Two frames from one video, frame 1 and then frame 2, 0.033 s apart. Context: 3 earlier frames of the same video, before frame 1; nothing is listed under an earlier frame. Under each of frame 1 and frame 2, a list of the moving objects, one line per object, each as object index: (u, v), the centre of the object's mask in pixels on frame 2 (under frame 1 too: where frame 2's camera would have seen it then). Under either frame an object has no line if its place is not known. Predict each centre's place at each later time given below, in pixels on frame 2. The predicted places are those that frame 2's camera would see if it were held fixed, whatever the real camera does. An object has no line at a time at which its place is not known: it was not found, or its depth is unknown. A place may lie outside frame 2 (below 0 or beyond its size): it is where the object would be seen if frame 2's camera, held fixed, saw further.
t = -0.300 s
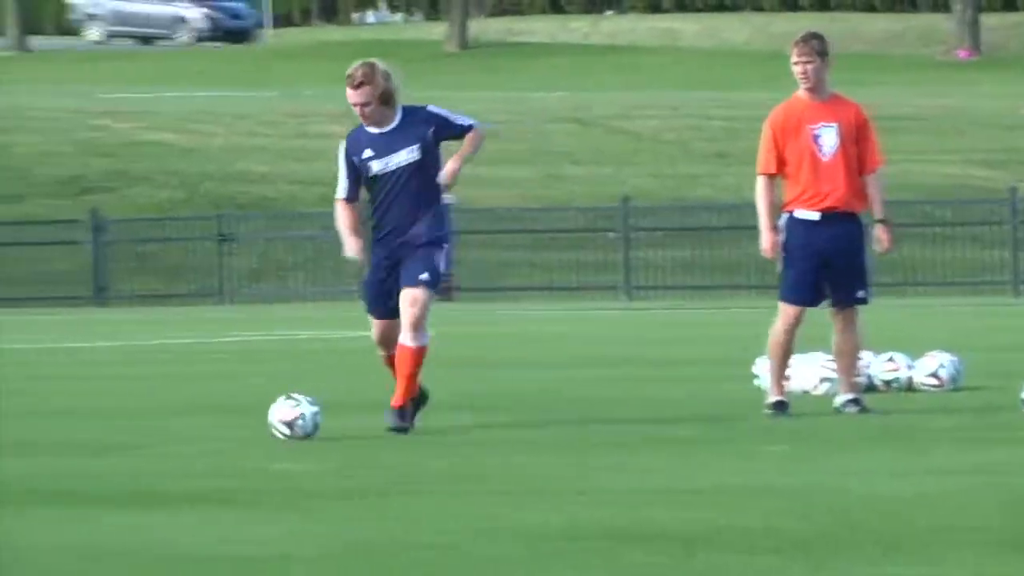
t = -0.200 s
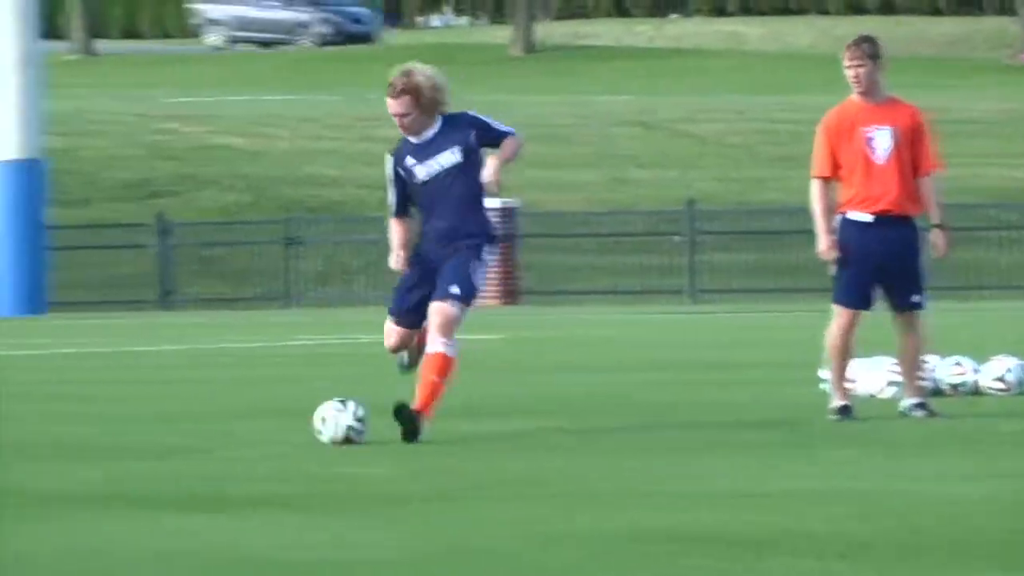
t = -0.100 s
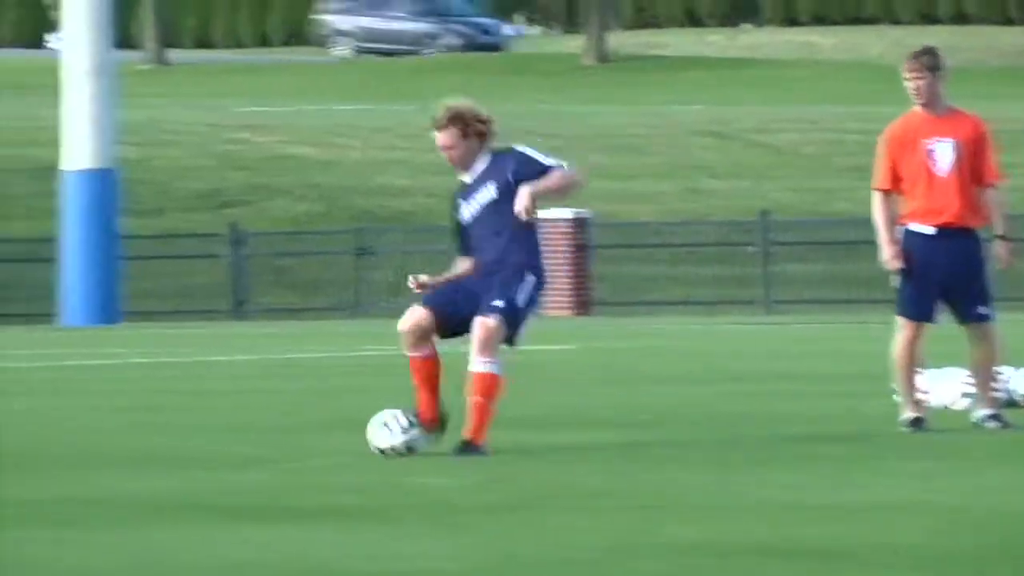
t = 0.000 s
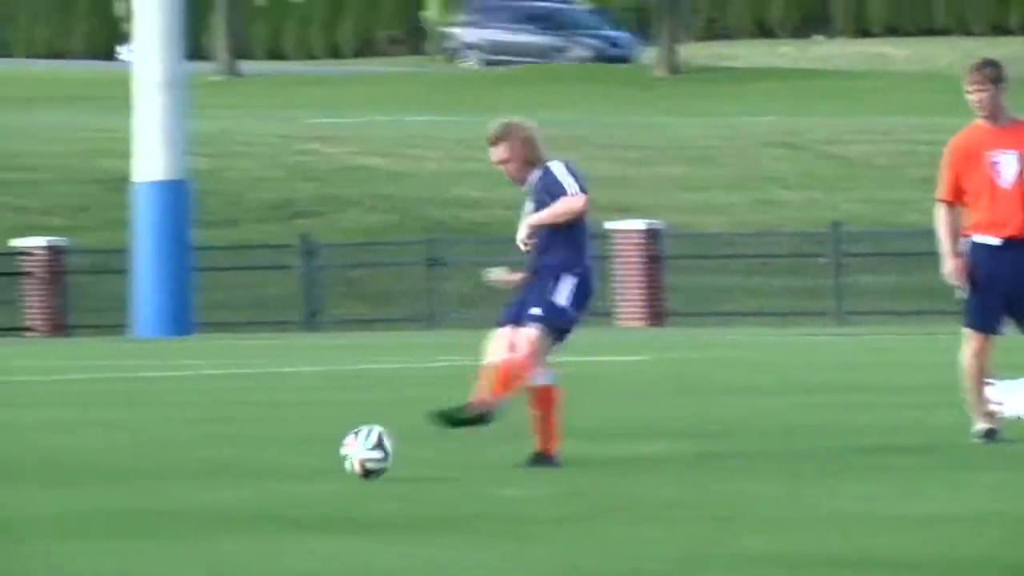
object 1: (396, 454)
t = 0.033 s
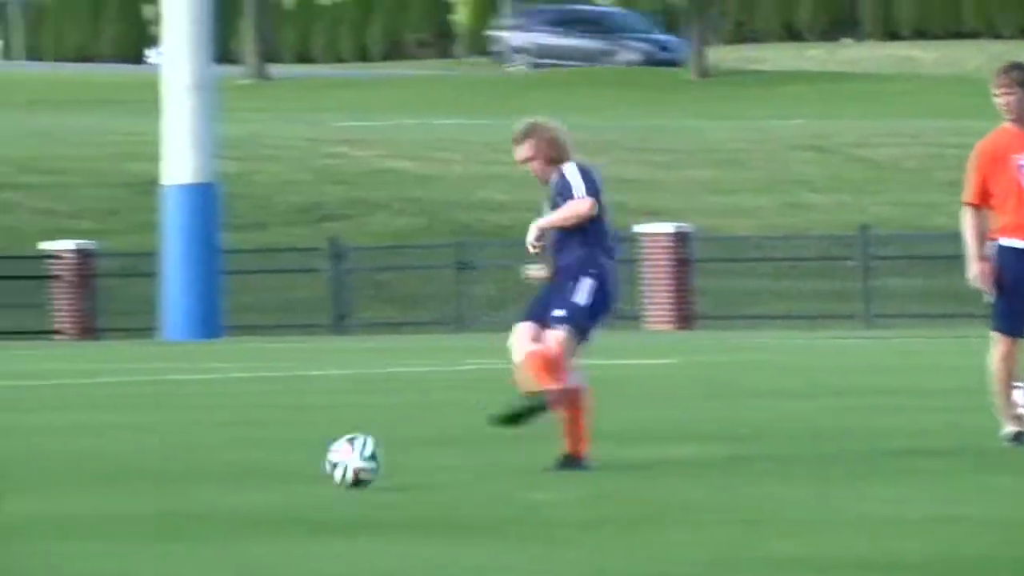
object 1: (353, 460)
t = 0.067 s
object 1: (309, 470)
